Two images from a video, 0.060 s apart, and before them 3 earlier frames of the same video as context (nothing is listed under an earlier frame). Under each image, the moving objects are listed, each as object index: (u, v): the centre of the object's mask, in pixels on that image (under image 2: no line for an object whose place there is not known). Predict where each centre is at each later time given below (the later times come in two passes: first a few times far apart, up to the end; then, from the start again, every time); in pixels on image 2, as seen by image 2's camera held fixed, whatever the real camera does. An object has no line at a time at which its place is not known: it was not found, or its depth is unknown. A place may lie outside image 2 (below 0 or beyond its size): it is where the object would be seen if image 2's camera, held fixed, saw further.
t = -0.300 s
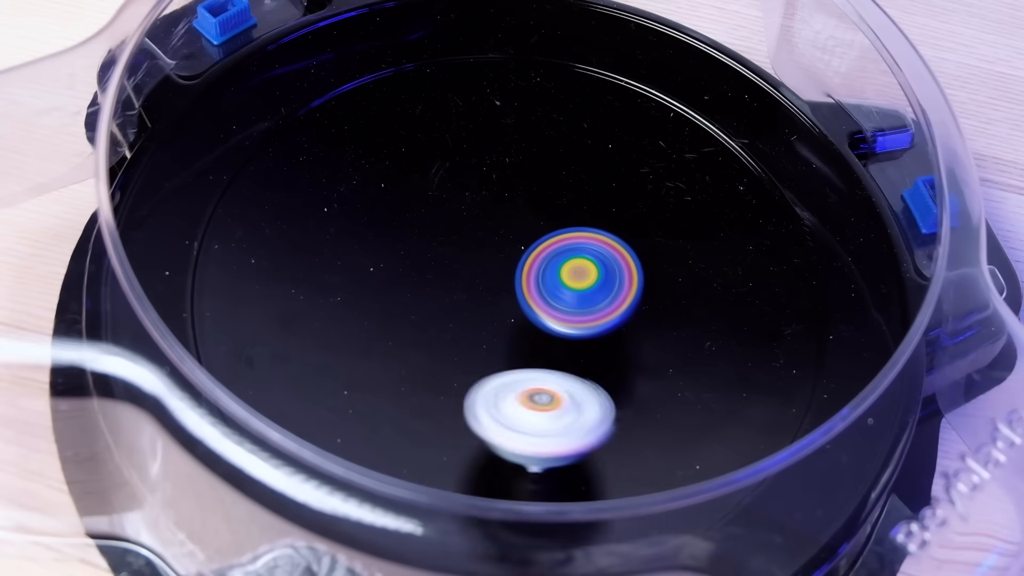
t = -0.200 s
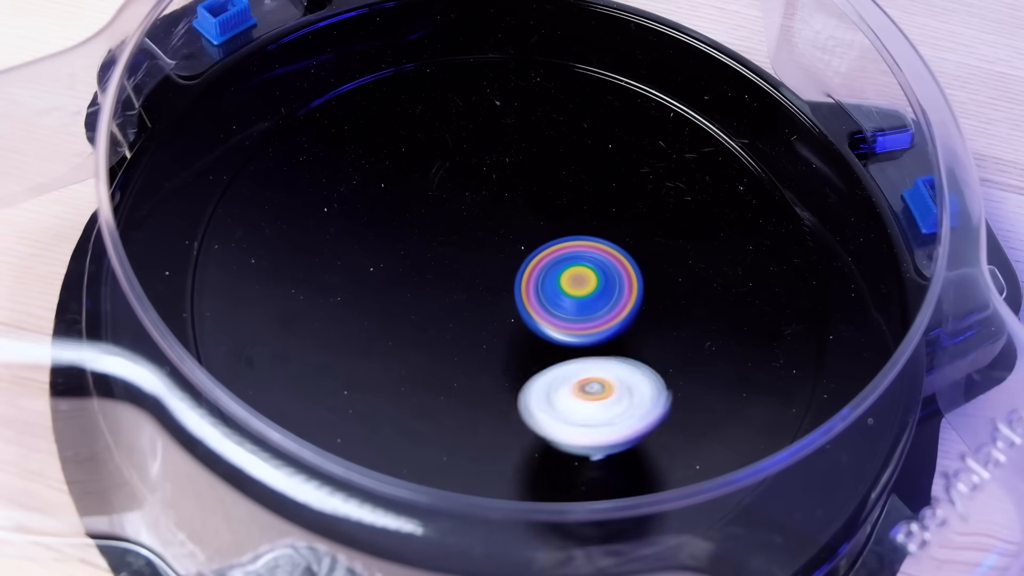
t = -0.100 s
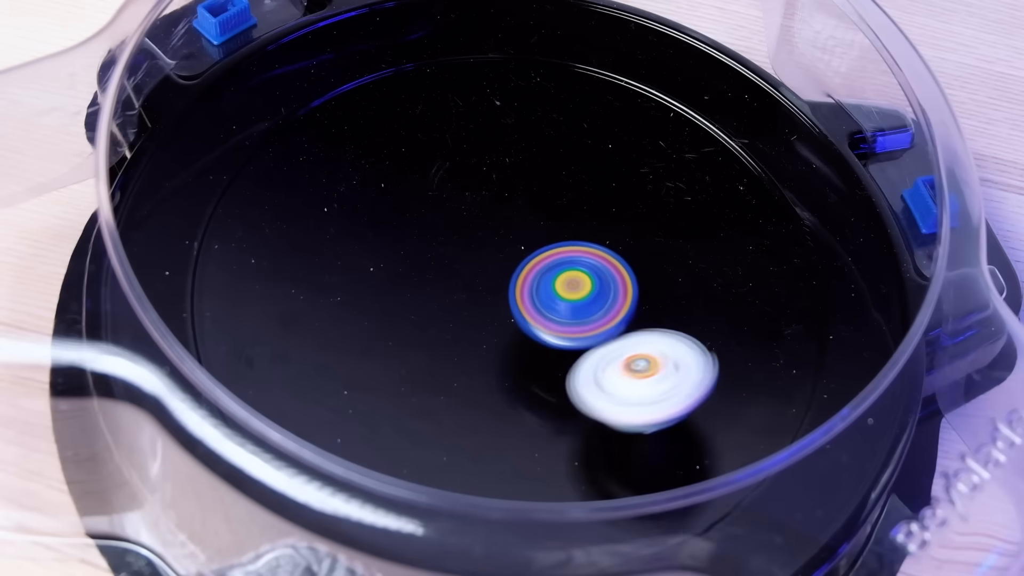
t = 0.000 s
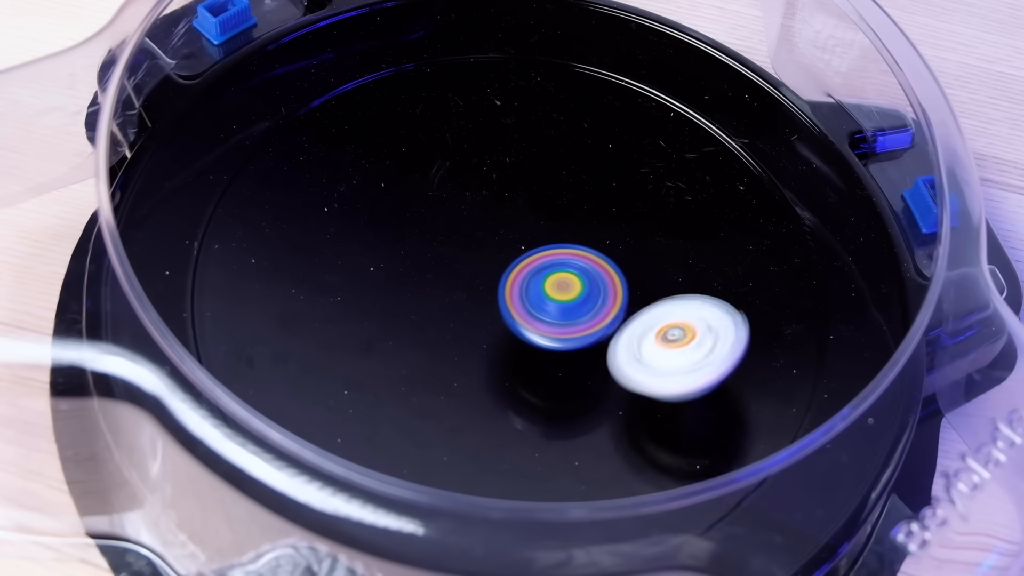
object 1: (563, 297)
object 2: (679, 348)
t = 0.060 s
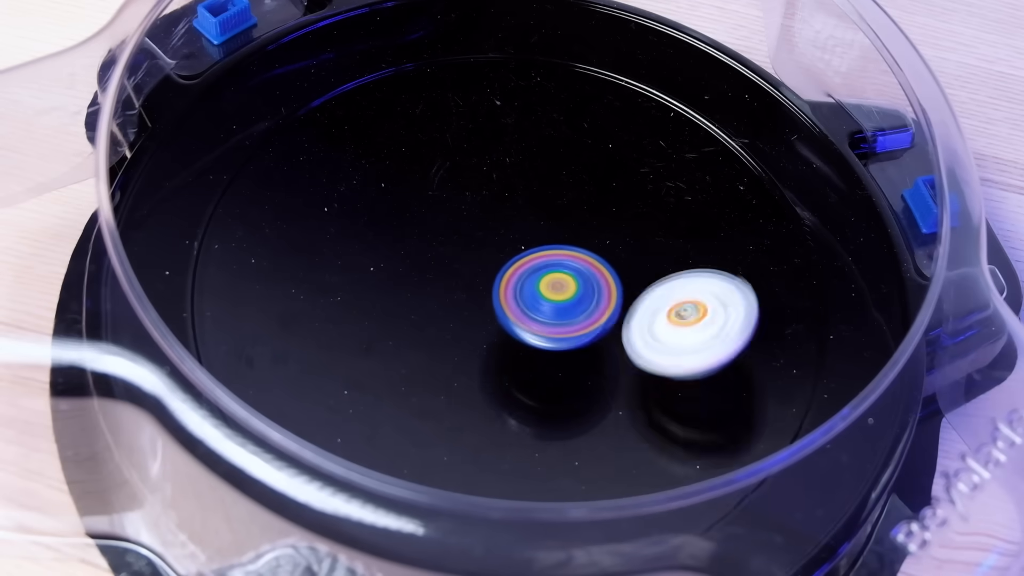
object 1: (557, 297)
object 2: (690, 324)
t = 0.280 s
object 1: (529, 302)
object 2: (678, 233)
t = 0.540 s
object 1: (495, 294)
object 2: (581, 160)
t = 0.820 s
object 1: (474, 279)
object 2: (448, 164)
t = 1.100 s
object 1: (490, 279)
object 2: (362, 244)
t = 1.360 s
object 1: (514, 273)
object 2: (402, 354)
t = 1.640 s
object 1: (537, 274)
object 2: (549, 396)
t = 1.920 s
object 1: (546, 277)
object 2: (654, 322)
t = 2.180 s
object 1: (536, 278)
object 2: (652, 224)
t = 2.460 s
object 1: (525, 281)
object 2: (543, 166)
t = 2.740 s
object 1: (513, 279)
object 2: (424, 200)
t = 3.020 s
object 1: (519, 276)
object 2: (370, 298)
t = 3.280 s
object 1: (523, 271)
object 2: (448, 376)
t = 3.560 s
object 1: (527, 268)
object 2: (583, 358)
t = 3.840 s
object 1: (509, 253)
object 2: (628, 264)
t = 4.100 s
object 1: (444, 270)
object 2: (602, 183)
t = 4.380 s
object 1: (436, 294)
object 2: (504, 194)
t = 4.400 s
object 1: (433, 303)
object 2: (501, 190)
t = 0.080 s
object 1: (555, 298)
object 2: (694, 316)
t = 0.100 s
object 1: (553, 299)
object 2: (695, 307)
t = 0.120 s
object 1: (551, 300)
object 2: (696, 299)
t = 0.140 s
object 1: (548, 300)
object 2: (696, 291)
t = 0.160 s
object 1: (546, 301)
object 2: (695, 282)
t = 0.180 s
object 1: (543, 301)
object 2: (695, 274)
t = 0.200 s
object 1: (540, 301)
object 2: (692, 265)
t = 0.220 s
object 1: (538, 302)
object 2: (689, 257)
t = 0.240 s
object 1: (535, 302)
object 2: (686, 249)
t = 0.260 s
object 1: (532, 302)
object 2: (682, 241)
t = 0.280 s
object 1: (529, 302)
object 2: (678, 233)
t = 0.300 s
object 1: (526, 302)
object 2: (672, 225)
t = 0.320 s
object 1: (523, 302)
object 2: (668, 218)
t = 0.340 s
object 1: (521, 301)
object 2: (661, 211)
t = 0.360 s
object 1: (518, 301)
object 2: (654, 204)
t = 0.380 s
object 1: (515, 301)
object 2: (648, 198)
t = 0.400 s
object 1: (512, 300)
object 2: (640, 192)
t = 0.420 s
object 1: (509, 299)
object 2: (633, 186)
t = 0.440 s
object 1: (507, 299)
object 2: (625, 181)
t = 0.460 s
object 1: (504, 298)
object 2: (617, 175)
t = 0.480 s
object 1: (502, 297)
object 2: (609, 171)
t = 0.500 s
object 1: (499, 296)
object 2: (599, 166)
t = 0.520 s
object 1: (497, 295)
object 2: (591, 163)
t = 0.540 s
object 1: (495, 294)
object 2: (581, 160)
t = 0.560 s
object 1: (492, 293)
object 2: (572, 157)
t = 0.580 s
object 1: (490, 292)
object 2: (562, 155)
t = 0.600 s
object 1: (488, 291)
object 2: (552, 152)
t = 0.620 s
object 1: (486, 290)
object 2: (543, 152)
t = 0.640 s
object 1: (485, 289)
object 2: (532, 151)
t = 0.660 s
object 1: (483, 288)
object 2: (523, 150)
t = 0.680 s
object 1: (482, 287)
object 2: (513, 150)
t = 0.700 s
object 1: (480, 285)
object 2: (503, 151)
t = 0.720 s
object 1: (479, 284)
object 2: (494, 152)
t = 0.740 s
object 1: (478, 283)
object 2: (484, 153)
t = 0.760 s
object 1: (477, 282)
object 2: (475, 155)
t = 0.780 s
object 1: (476, 281)
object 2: (466, 158)
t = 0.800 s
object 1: (475, 280)
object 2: (456, 160)
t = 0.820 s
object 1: (474, 279)
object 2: (448, 164)
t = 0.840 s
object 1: (474, 278)
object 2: (439, 167)
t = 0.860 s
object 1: (474, 278)
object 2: (430, 171)
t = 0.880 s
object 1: (473, 277)
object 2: (422, 175)
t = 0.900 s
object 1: (473, 276)
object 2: (414, 180)
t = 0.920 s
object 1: (473, 275)
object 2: (407, 185)
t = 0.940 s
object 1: (473, 275)
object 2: (399, 191)
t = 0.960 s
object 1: (476, 276)
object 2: (393, 197)
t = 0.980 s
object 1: (480, 279)
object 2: (387, 202)
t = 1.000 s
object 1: (483, 280)
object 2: (380, 207)
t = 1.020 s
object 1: (484, 281)
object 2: (375, 213)
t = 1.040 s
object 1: (486, 281)
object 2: (371, 221)
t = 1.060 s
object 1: (487, 280)
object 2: (367, 228)
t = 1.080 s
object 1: (489, 280)
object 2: (365, 236)
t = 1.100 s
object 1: (490, 279)
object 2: (362, 244)
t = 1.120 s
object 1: (492, 279)
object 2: (361, 252)
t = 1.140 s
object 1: (493, 278)
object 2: (360, 261)
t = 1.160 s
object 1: (495, 277)
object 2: (360, 269)
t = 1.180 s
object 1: (496, 277)
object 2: (361, 279)
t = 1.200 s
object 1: (498, 276)
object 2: (362, 287)
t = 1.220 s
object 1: (500, 276)
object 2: (364, 296)
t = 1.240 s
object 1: (502, 275)
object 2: (367, 305)
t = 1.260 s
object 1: (504, 275)
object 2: (372, 314)
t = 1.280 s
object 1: (505, 275)
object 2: (376, 323)
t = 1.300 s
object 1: (507, 274)
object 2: (381, 331)
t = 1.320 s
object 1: (510, 274)
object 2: (388, 339)
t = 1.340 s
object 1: (512, 274)
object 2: (395, 346)
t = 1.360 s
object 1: (514, 273)
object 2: (402, 354)
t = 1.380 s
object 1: (516, 273)
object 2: (411, 361)
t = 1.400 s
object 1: (518, 273)
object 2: (420, 368)
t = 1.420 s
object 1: (519, 273)
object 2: (430, 374)
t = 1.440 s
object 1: (521, 273)
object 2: (438, 379)
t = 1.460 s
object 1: (523, 273)
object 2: (449, 383)
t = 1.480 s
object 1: (525, 273)
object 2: (460, 387)
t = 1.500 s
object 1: (527, 273)
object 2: (471, 390)
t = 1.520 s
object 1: (528, 273)
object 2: (481, 393)
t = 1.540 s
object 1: (530, 273)
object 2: (493, 395)
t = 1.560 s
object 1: (532, 273)
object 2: (504, 397)
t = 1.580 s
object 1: (533, 273)
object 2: (515, 398)
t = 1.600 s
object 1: (535, 273)
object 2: (527, 398)
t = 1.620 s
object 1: (536, 273)
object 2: (538, 398)
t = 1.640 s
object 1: (537, 274)
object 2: (549, 396)
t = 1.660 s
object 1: (539, 274)
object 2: (559, 395)
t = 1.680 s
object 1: (540, 274)
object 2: (570, 392)
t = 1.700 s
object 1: (541, 274)
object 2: (580, 389)
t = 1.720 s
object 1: (542, 275)
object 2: (590, 385)
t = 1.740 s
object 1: (543, 275)
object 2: (599, 381)
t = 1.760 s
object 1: (543, 275)
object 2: (608, 376)
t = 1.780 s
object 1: (544, 275)
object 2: (616, 371)
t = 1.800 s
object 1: (545, 276)
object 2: (623, 365)
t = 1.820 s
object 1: (546, 276)
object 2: (630, 359)
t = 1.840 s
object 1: (546, 276)
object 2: (636, 352)
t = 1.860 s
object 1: (546, 276)
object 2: (642, 344)
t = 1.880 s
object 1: (546, 277)
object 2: (647, 338)
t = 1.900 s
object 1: (547, 277)
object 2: (652, 330)
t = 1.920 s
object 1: (546, 277)
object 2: (654, 322)
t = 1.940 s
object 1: (545, 277)
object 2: (658, 315)
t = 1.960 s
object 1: (543, 276)
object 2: (664, 308)
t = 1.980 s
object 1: (541, 276)
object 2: (667, 300)
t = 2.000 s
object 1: (540, 276)
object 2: (669, 293)
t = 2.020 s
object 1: (540, 276)
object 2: (670, 284)
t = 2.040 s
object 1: (540, 276)
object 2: (671, 277)
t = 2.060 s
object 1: (539, 276)
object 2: (670, 269)
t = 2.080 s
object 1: (539, 277)
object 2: (669, 261)
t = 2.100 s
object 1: (539, 277)
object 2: (667, 254)
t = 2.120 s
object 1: (538, 277)
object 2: (665, 246)
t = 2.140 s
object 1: (538, 278)
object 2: (661, 238)
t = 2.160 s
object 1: (537, 278)
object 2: (658, 231)
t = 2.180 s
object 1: (536, 278)
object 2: (652, 224)
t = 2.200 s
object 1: (536, 279)
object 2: (647, 217)
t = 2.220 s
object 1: (535, 279)
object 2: (642, 211)
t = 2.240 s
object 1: (535, 279)
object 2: (635, 204)
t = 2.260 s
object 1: (534, 280)
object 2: (629, 199)
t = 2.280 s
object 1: (533, 280)
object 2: (622, 193)
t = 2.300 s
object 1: (532, 280)
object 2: (614, 189)
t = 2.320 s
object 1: (532, 280)
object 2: (606, 184)
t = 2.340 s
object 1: (531, 280)
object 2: (598, 180)
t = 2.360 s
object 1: (530, 281)
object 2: (589, 176)
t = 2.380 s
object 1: (529, 281)
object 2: (580, 173)
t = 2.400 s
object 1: (528, 281)
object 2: (570, 170)
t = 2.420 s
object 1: (527, 281)
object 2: (562, 169)
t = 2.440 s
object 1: (526, 281)
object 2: (552, 167)
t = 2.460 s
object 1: (525, 281)
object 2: (543, 166)
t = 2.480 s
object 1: (524, 281)
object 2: (533, 165)
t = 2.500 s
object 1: (523, 281)
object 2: (524, 165)
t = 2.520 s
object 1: (522, 281)
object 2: (515, 165)
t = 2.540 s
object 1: (521, 281)
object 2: (505, 166)
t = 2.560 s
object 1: (521, 281)
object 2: (496, 167)
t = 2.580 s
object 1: (520, 281)
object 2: (487, 168)
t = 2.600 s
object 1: (519, 281)
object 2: (478, 171)
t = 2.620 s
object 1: (518, 281)
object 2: (469, 173)
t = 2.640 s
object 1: (517, 281)
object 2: (461, 177)
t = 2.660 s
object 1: (516, 280)
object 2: (452, 180)
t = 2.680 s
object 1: (515, 280)
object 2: (445, 185)
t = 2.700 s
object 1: (515, 280)
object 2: (437, 189)
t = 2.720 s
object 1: (514, 280)
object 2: (431, 195)
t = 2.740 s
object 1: (513, 279)
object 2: (424, 200)
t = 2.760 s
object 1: (512, 279)
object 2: (417, 206)
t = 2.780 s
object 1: (512, 278)
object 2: (412, 213)
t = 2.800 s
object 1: (511, 278)
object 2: (408, 220)
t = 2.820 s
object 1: (511, 278)
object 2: (402, 226)
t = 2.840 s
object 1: (509, 277)
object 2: (398, 233)
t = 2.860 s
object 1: (509, 276)
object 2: (395, 240)
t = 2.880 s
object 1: (511, 276)
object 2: (390, 248)
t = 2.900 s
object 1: (515, 277)
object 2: (383, 254)
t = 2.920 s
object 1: (518, 277)
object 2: (377, 261)
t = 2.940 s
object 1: (519, 277)
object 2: (374, 268)
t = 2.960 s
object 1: (519, 277)
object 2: (371, 276)
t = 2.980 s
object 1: (519, 277)
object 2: (370, 283)
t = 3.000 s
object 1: (519, 277)
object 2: (369, 291)
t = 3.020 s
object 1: (519, 276)
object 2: (370, 298)
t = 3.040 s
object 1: (519, 275)
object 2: (371, 306)
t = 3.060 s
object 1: (520, 275)
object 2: (374, 313)
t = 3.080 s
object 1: (520, 274)
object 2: (376, 320)
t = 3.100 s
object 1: (520, 274)
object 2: (381, 327)
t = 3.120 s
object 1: (520, 273)
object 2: (385, 334)
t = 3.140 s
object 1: (520, 273)
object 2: (391, 341)
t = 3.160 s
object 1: (521, 273)
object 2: (397, 348)
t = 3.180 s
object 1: (521, 272)
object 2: (405, 354)
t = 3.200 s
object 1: (522, 272)
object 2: (411, 359)
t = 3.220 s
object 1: (522, 271)
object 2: (421, 364)
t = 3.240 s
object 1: (522, 271)
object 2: (429, 369)
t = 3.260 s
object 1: (522, 271)
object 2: (439, 373)
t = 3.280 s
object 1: (523, 271)
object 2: (448, 376)
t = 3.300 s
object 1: (523, 270)
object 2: (459, 379)
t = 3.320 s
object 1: (523, 270)
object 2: (468, 381)
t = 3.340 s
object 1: (524, 270)
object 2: (479, 383)
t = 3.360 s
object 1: (524, 269)
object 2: (489, 384)
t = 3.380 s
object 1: (524, 269)
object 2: (500, 384)
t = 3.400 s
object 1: (525, 269)
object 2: (509, 384)
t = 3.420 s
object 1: (525, 269)
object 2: (520, 383)
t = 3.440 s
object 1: (525, 269)
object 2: (529, 381)
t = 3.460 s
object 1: (526, 269)
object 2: (540, 379)
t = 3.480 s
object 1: (526, 269)
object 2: (549, 376)
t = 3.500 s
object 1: (527, 269)
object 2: (559, 372)
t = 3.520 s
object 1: (527, 269)
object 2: (567, 368)
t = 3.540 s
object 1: (527, 269)
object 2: (576, 364)
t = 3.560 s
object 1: (527, 268)
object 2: (583, 358)
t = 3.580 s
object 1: (528, 268)
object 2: (591, 353)
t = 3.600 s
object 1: (528, 267)
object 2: (597, 348)
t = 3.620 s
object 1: (528, 265)
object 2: (603, 343)
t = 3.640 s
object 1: (525, 262)
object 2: (609, 338)
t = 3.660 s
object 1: (523, 261)
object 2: (614, 332)
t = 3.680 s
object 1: (522, 260)
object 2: (618, 325)
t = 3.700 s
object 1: (522, 259)
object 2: (622, 318)
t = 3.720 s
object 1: (522, 258)
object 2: (623, 310)
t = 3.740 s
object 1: (520, 257)
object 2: (626, 303)
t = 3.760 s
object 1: (515, 256)
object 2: (628, 295)
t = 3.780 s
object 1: (513, 255)
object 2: (631, 288)
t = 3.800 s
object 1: (511, 254)
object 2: (630, 279)
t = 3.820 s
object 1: (511, 254)
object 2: (630, 273)
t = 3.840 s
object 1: (509, 253)
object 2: (628, 264)
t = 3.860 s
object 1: (507, 252)
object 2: (626, 259)
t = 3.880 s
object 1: (505, 252)
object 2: (623, 251)
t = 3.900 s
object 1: (503, 252)
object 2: (621, 245)
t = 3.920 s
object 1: (502, 251)
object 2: (618, 238)
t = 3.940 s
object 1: (501, 251)
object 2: (614, 232)
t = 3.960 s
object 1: (491, 253)
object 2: (616, 224)
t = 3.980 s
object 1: (480, 257)
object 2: (620, 214)
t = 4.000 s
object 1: (468, 261)
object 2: (622, 207)
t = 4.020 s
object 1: (459, 265)
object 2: (622, 199)
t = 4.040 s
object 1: (453, 266)
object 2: (619, 194)
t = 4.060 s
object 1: (448, 268)
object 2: (613, 189)
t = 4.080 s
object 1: (446, 269)
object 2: (607, 186)
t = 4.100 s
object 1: (444, 270)
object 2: (602, 183)
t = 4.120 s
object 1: (442, 272)
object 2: (595, 181)
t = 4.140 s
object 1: (440, 273)
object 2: (588, 179)
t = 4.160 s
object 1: (440, 274)
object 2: (580, 177)
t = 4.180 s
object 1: (439, 275)
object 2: (572, 177)
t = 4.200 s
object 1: (438, 276)
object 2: (564, 177)
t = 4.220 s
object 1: (438, 277)
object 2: (556, 178)
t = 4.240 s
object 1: (437, 278)
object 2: (548, 179)
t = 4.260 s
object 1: (438, 279)
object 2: (540, 181)
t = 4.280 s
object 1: (438, 279)
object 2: (533, 183)
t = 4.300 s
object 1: (439, 280)
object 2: (525, 187)
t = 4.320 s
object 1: (439, 280)
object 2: (518, 190)
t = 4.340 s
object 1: (439, 282)
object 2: (511, 193)
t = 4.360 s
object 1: (438, 285)
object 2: (506, 197)
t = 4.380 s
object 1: (436, 294)
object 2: (504, 194)
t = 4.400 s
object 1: (433, 303)
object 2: (501, 190)
